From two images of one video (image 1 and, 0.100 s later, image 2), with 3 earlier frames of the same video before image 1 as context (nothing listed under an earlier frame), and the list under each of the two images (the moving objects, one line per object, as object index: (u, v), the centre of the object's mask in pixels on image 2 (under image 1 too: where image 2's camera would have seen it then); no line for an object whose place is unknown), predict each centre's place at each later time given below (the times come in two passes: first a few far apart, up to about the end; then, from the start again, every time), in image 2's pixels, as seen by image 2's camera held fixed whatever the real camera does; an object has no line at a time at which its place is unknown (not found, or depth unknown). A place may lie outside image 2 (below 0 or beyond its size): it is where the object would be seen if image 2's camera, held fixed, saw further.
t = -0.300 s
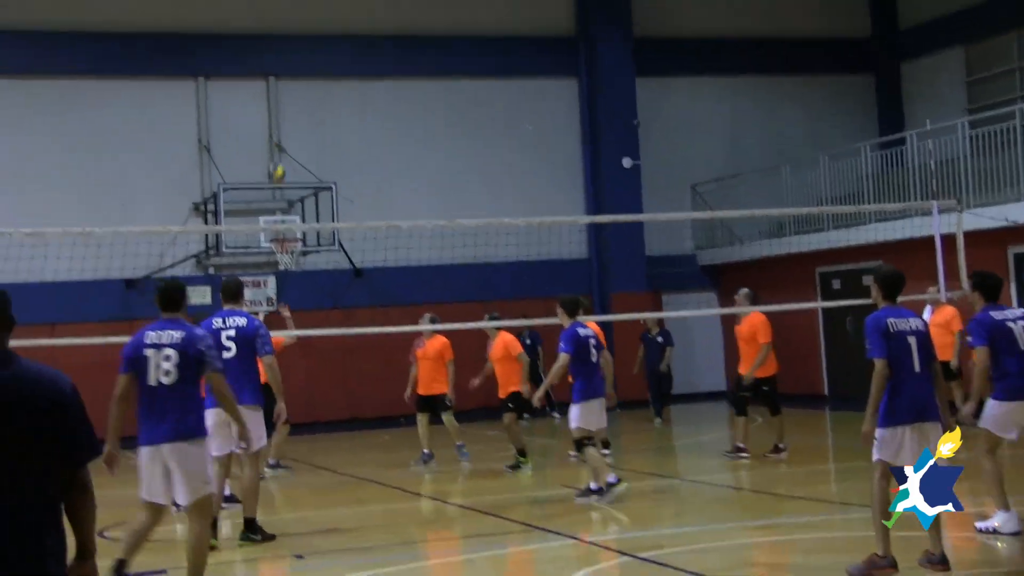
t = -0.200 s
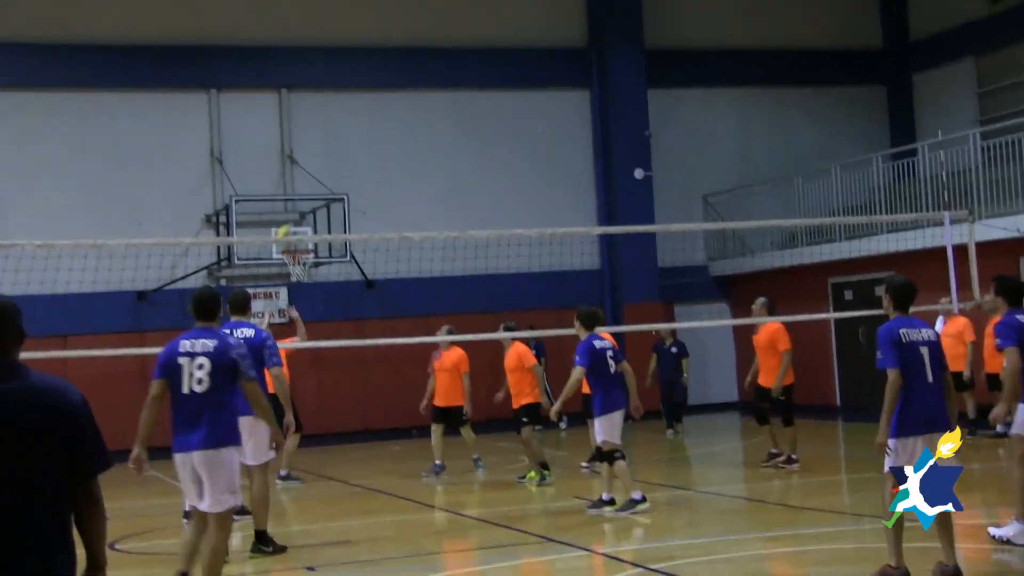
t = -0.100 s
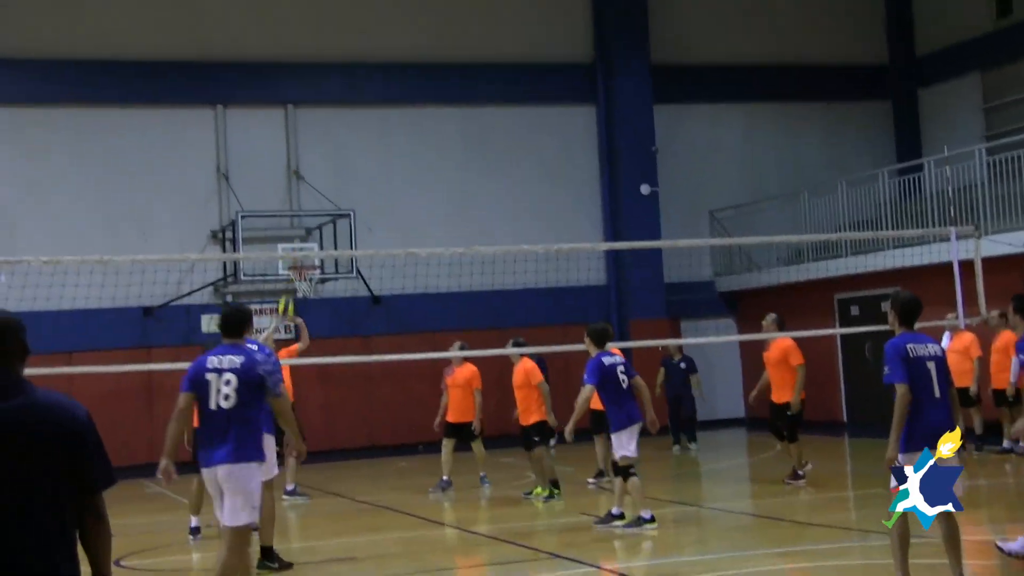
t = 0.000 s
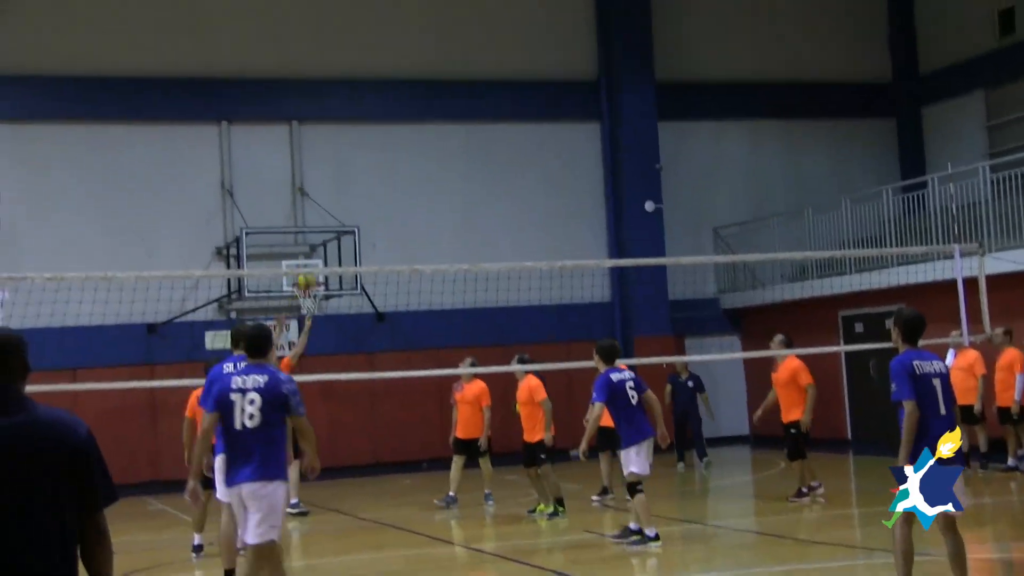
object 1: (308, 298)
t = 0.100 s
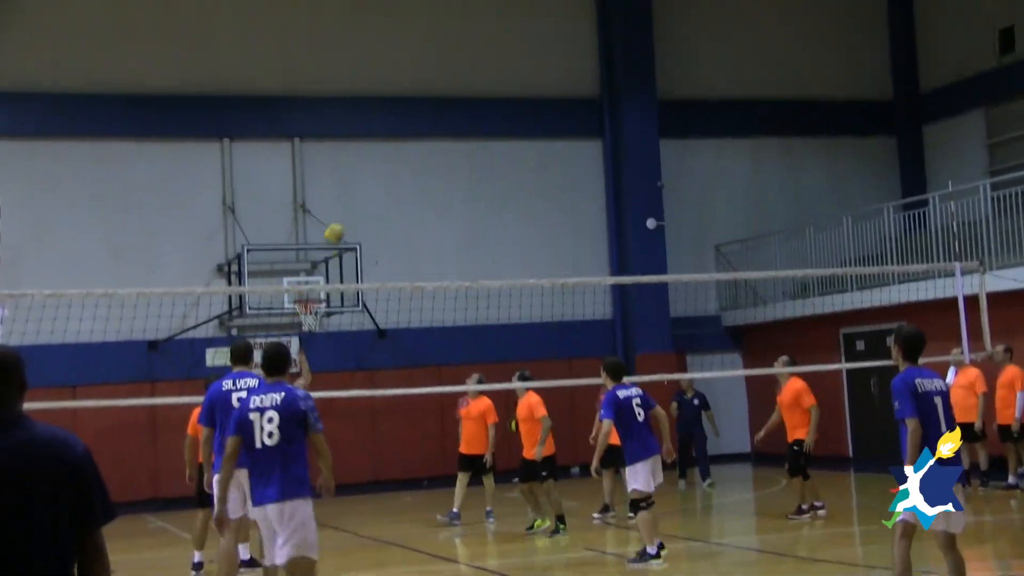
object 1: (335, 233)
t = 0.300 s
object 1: (389, 132)
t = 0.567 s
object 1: (458, 56)
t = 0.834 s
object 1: (532, 37)
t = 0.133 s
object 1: (343, 215)
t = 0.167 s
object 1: (352, 197)
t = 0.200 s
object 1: (360, 180)
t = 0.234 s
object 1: (369, 164)
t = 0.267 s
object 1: (378, 149)
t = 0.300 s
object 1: (389, 132)
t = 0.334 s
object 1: (397, 121)
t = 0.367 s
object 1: (405, 109)
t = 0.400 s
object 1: (414, 98)
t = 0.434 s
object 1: (423, 88)
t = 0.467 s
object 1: (431, 78)
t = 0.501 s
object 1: (440, 70)
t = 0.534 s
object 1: (450, 62)
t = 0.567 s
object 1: (458, 56)
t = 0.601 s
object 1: (467, 50)
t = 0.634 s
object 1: (476, 45)
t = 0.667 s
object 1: (485, 42)
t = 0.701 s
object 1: (495, 39)
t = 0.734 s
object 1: (504, 37)
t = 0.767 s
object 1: (513, 36)
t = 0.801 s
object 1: (522, 36)
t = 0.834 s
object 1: (532, 37)
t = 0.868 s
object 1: (541, 39)
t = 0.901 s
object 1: (550, 42)
